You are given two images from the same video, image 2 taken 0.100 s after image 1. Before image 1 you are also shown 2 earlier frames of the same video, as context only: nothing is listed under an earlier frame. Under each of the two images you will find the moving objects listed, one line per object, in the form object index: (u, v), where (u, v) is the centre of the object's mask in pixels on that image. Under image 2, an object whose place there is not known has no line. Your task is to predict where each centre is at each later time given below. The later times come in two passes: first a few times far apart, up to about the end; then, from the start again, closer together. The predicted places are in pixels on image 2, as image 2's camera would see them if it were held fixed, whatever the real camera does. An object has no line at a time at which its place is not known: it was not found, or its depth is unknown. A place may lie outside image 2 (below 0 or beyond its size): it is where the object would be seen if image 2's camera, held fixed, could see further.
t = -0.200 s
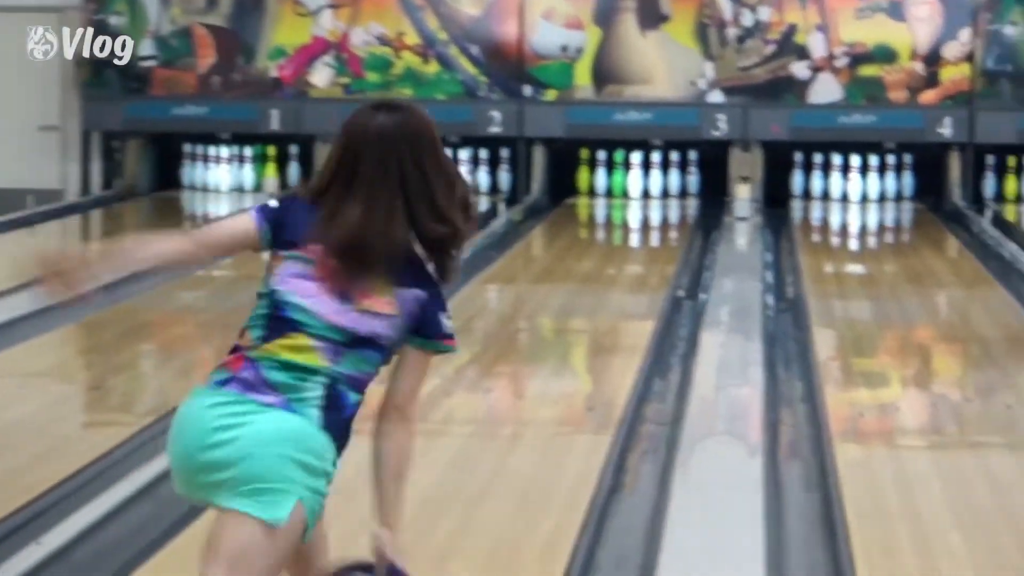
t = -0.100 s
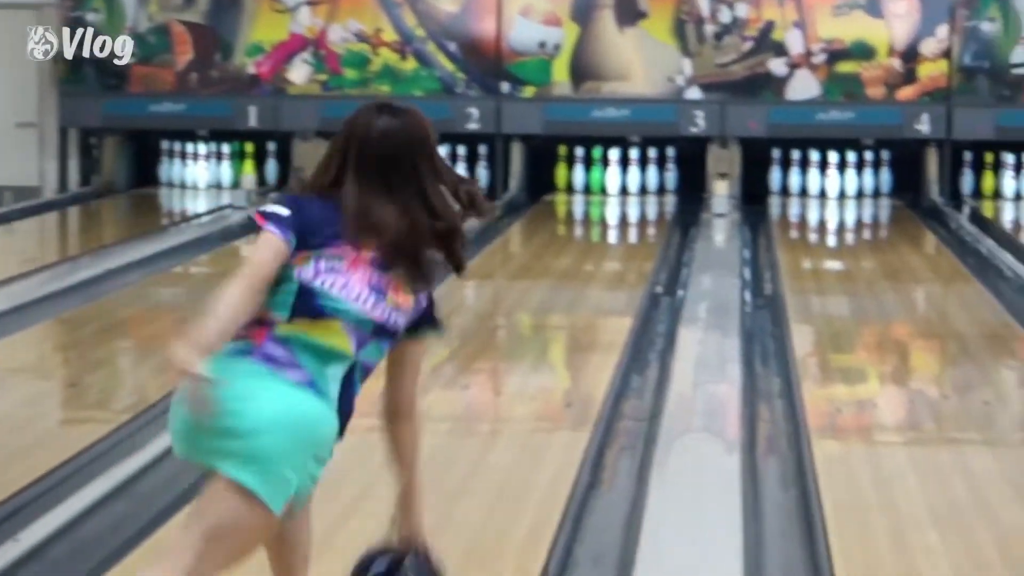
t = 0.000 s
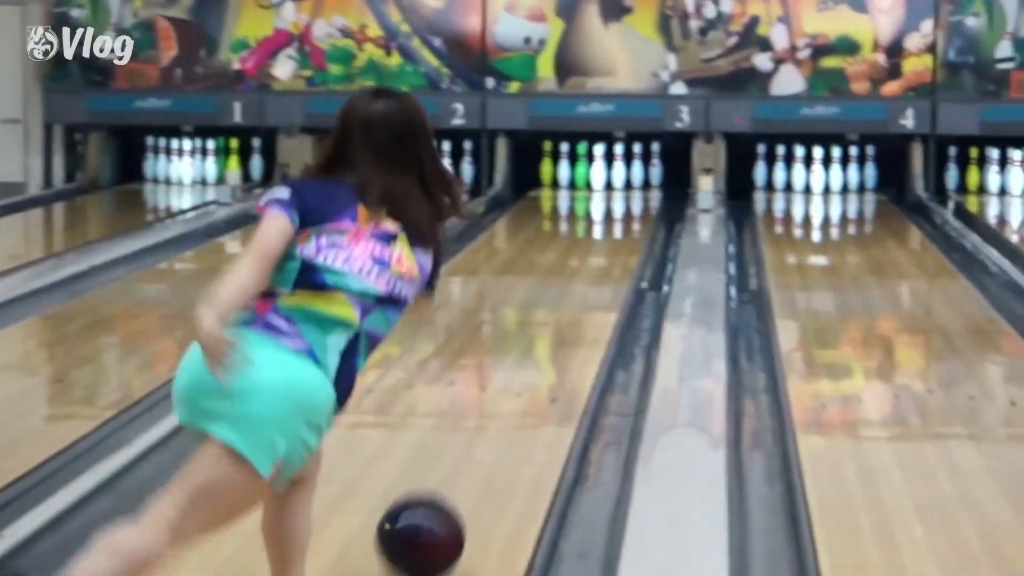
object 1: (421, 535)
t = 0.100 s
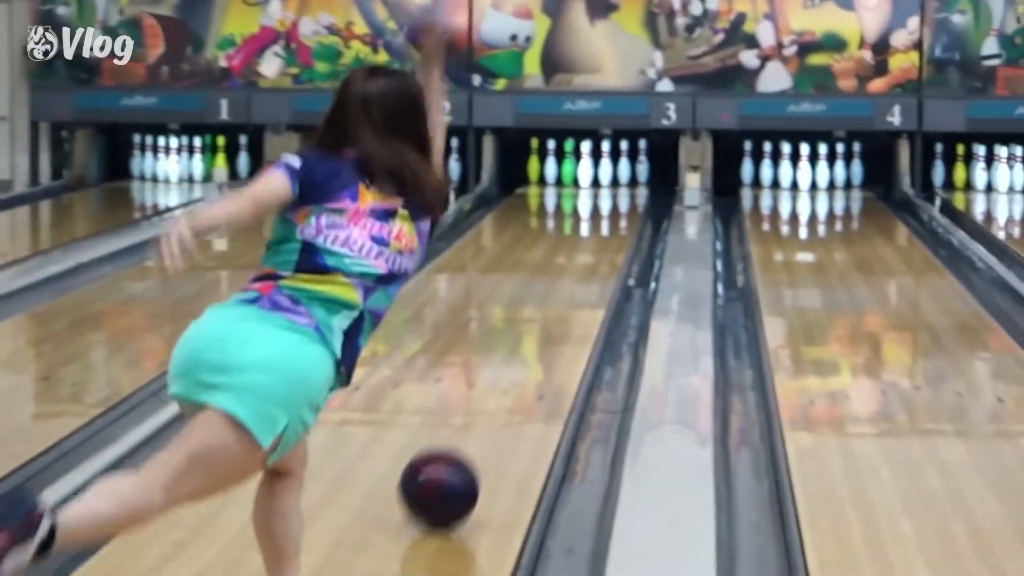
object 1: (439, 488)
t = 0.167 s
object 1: (457, 462)
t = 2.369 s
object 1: (597, 182)
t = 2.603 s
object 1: (588, 179)
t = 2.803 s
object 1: (592, 181)
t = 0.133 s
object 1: (448, 475)
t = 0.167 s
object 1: (457, 462)
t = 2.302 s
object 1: (597, 181)
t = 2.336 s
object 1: (597, 180)
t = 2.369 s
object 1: (597, 182)
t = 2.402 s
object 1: (595, 182)
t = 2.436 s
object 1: (593, 180)
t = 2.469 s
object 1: (594, 178)
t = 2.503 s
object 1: (593, 179)
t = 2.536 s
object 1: (591, 180)
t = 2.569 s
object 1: (590, 180)
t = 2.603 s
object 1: (588, 179)
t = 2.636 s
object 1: (589, 178)
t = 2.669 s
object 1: (591, 179)
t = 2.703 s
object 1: (592, 178)
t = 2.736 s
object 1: (592, 179)
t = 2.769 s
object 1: (592, 179)
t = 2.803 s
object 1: (592, 181)
